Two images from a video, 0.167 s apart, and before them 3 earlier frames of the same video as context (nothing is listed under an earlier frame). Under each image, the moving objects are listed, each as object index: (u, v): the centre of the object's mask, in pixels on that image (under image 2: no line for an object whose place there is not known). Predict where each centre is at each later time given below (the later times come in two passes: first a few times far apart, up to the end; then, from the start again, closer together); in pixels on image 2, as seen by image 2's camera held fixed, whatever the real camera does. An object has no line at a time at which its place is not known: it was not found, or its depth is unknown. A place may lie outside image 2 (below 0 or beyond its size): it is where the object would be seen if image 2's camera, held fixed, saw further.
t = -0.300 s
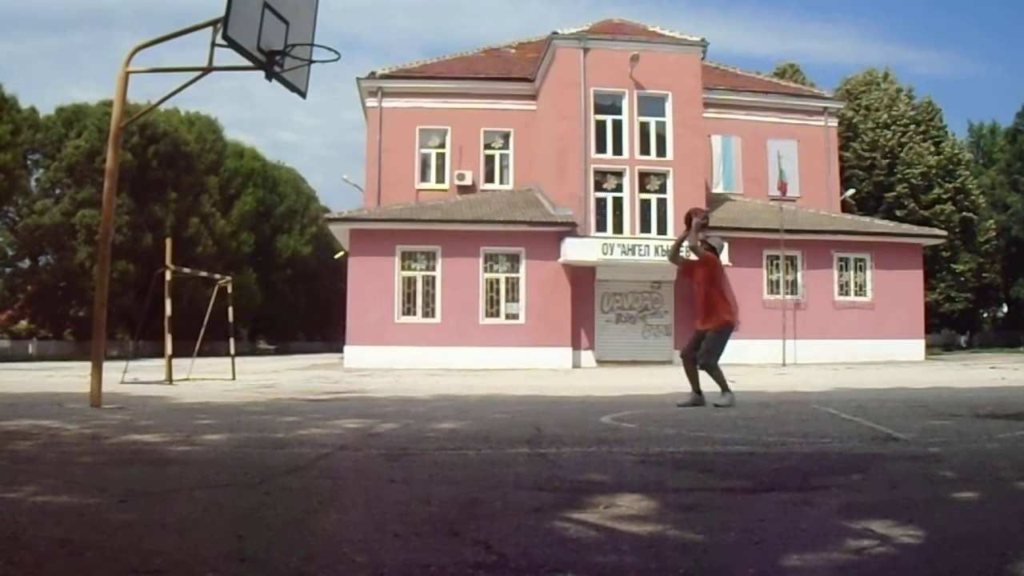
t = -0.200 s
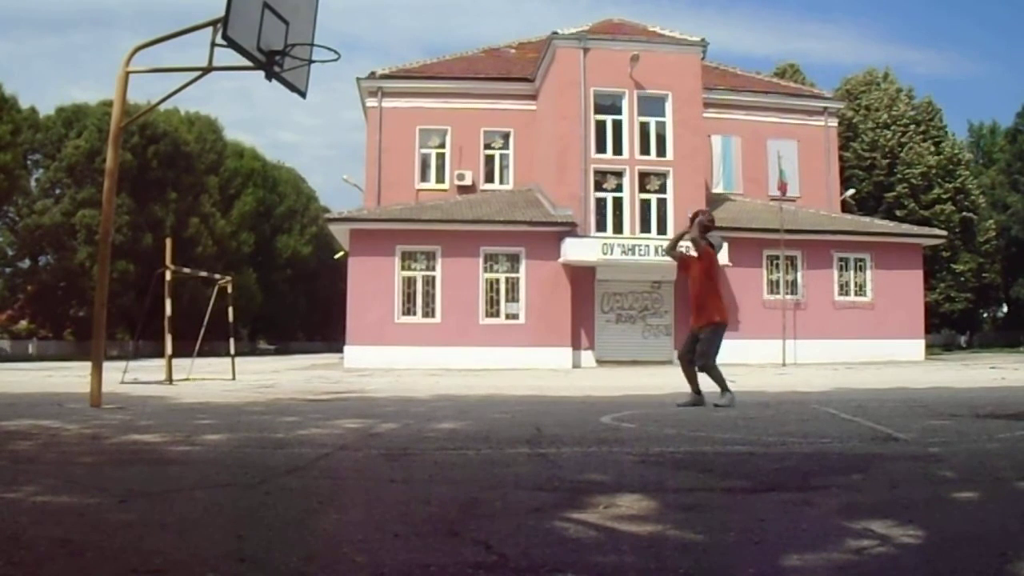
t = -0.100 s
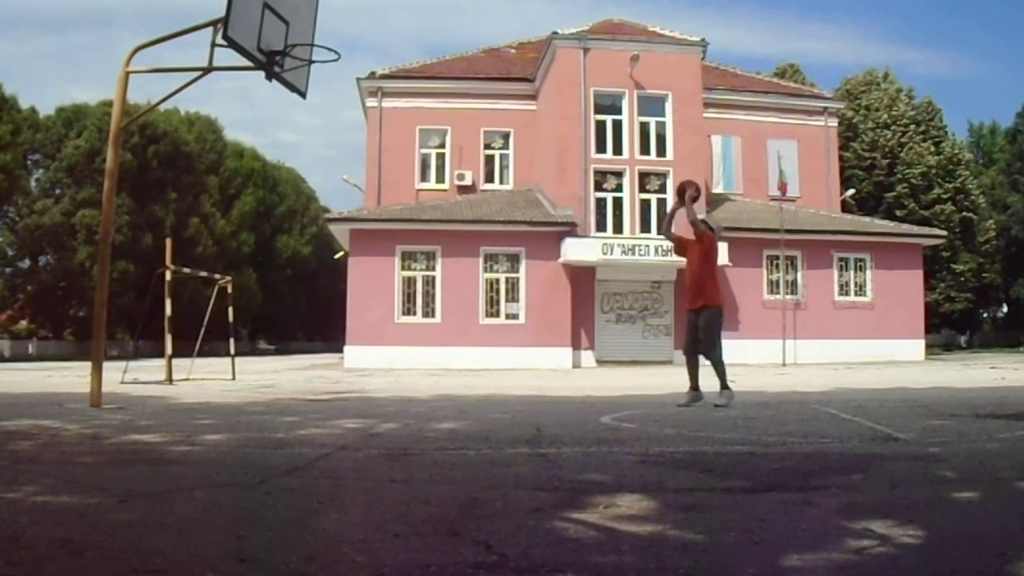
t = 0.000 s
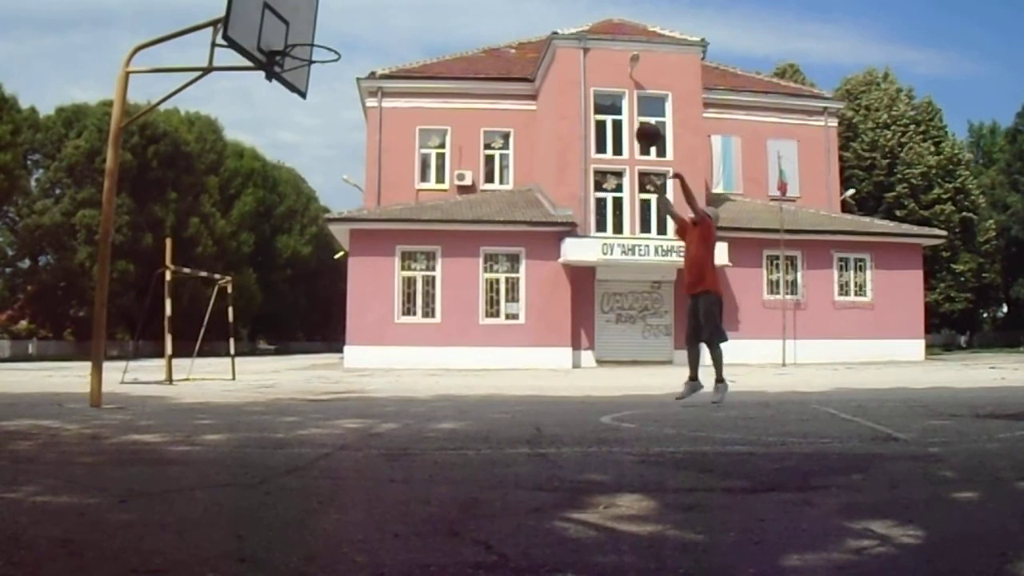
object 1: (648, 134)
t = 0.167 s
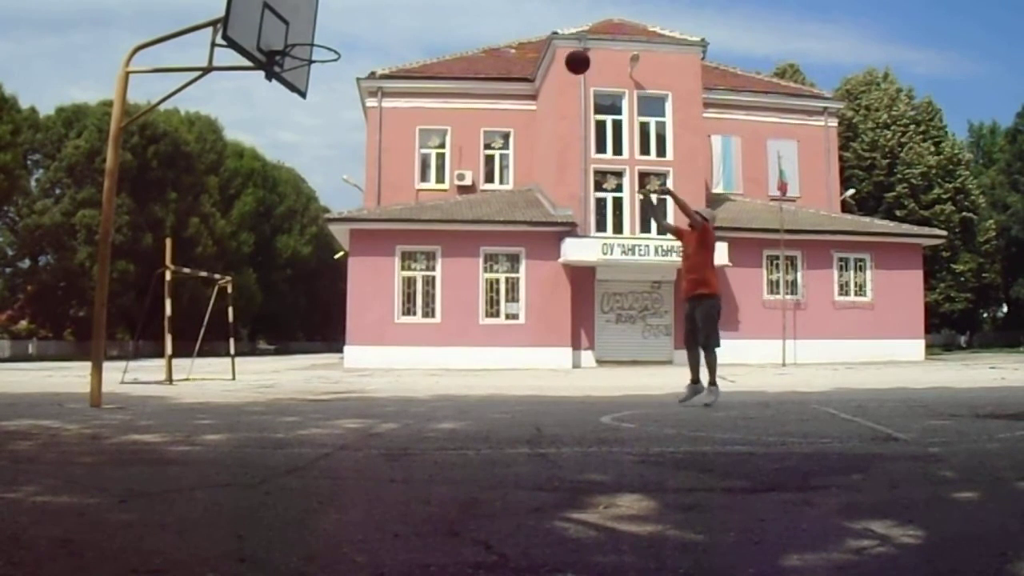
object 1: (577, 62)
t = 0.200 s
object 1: (563, 51)
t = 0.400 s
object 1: (478, 11)
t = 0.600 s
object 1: (391, 11)
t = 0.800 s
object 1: (306, 45)
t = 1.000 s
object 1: (324, 15)
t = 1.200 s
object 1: (361, 26)
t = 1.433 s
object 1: (404, 95)
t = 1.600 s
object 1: (436, 185)
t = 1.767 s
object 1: (470, 313)
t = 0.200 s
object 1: (563, 51)
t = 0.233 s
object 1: (549, 41)
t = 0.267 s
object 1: (535, 33)
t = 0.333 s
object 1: (507, 19)
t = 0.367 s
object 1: (493, 14)
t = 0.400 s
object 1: (478, 11)
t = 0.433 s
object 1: (464, 9)
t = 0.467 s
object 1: (450, 8)
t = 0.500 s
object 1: (435, 8)
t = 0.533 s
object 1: (420, 8)
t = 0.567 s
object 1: (406, 9)
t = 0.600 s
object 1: (391, 11)
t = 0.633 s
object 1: (376, 15)
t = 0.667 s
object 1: (361, 20)
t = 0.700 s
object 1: (346, 27)
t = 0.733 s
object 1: (331, 35)
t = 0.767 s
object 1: (316, 45)
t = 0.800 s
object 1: (306, 45)
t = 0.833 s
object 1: (298, 38)
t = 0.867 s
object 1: (298, 31)
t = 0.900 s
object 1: (305, 25)
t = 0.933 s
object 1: (312, 21)
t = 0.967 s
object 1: (318, 17)
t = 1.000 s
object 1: (324, 15)
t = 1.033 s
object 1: (330, 14)
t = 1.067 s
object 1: (337, 14)
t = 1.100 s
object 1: (343, 15)
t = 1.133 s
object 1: (349, 17)
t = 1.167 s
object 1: (355, 21)
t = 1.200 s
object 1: (361, 26)
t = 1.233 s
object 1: (367, 32)
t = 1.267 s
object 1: (373, 39)
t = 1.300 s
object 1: (379, 48)
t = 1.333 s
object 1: (385, 57)
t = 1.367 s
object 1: (391, 68)
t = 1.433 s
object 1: (404, 95)
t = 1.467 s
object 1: (410, 110)
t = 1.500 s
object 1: (416, 126)
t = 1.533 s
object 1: (423, 144)
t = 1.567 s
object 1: (429, 164)
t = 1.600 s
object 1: (436, 185)
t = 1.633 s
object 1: (443, 208)
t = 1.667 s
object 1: (449, 232)
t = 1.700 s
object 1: (457, 258)
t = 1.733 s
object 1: (463, 284)
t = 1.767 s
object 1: (470, 313)
